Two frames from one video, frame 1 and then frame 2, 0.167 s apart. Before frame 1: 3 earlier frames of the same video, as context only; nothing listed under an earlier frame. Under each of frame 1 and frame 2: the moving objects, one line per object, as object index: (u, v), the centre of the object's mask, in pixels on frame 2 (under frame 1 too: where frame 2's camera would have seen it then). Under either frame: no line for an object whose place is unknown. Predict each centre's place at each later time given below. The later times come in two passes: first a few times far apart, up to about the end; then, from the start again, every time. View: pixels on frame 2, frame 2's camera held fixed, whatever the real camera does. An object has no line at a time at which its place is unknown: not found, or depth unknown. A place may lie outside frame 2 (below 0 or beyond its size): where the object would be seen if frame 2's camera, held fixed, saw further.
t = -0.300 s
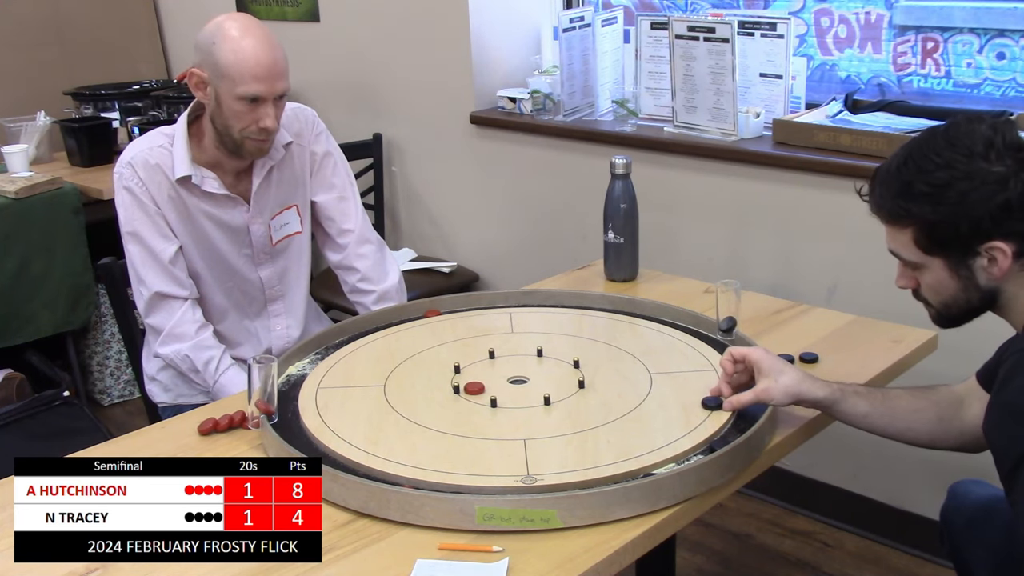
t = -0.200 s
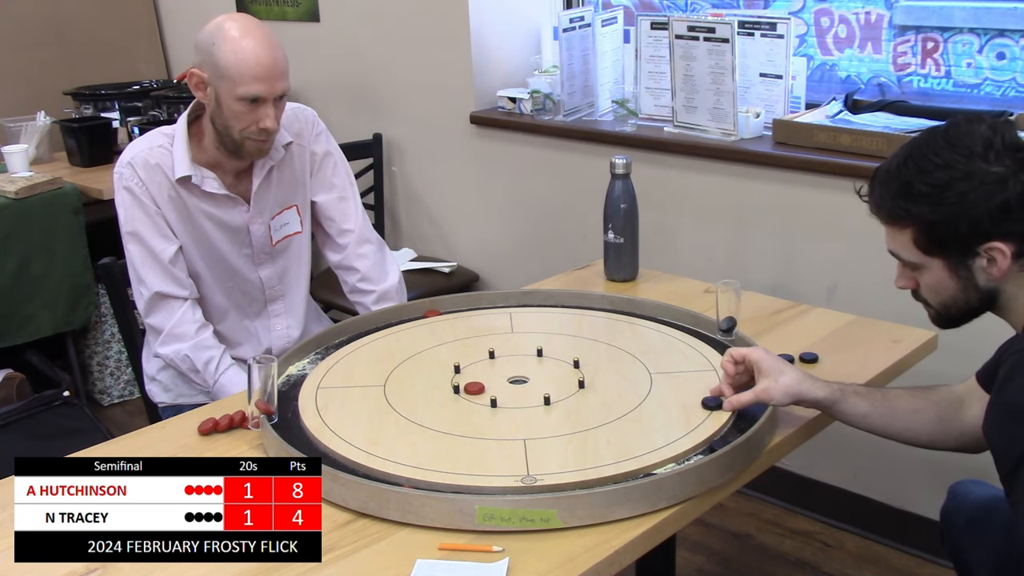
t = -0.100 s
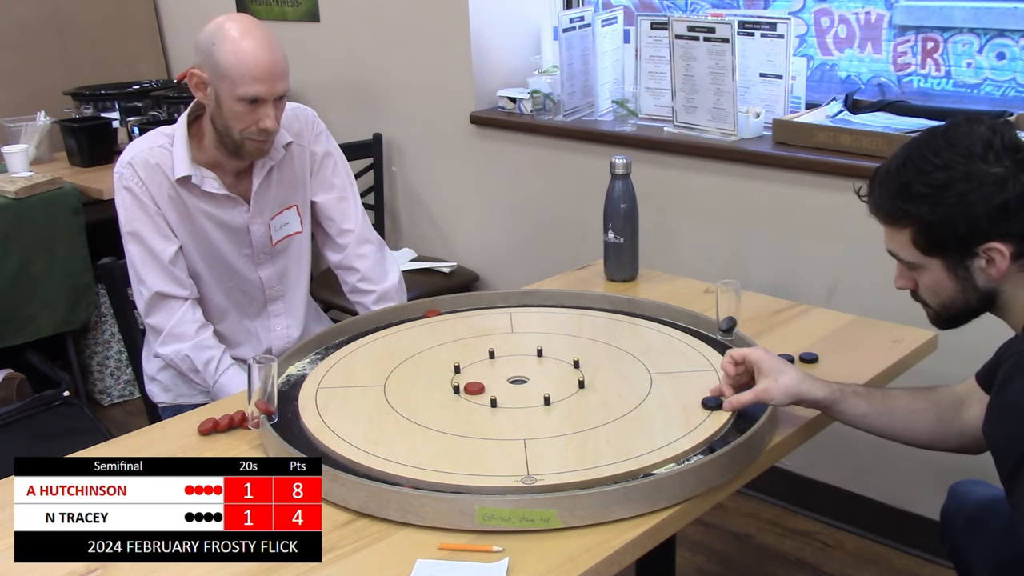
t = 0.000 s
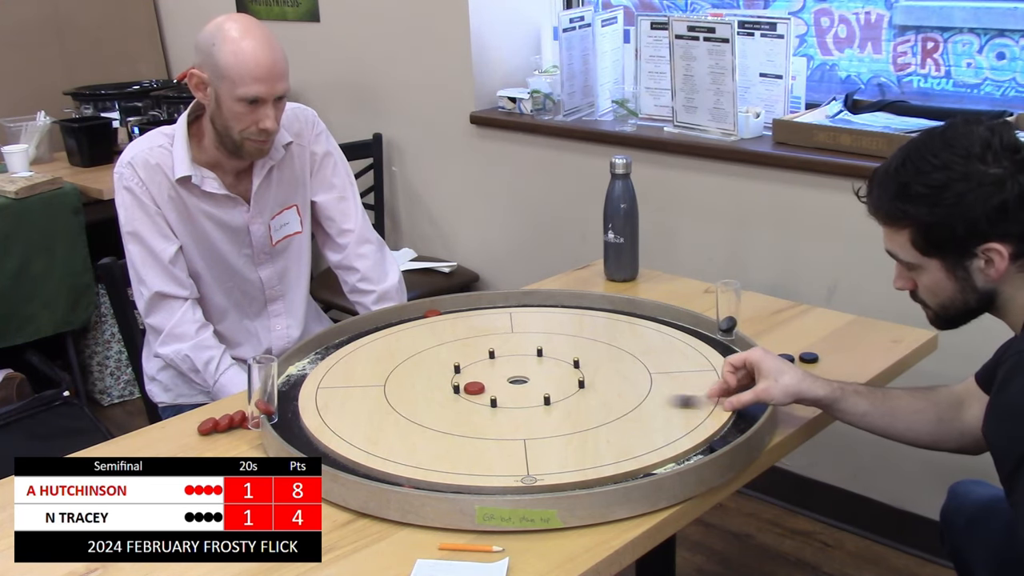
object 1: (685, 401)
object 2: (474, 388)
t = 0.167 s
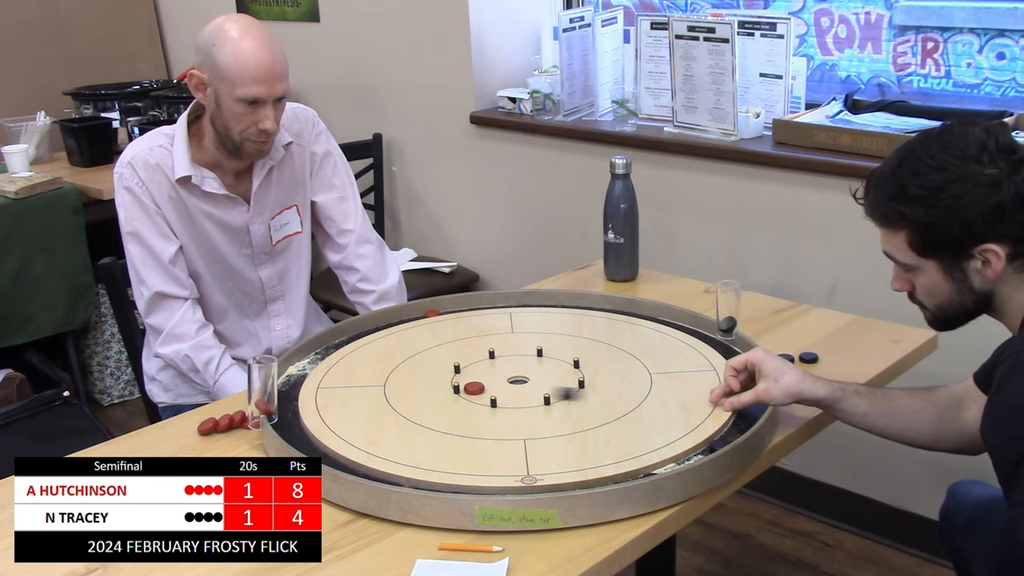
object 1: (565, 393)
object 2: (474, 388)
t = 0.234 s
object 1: (526, 391)
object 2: (474, 388)
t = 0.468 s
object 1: (533, 381)
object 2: (469, 380)
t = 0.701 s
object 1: (551, 379)
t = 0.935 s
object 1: (550, 379)
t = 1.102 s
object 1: (551, 379)
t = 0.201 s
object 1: (546, 391)
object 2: (474, 388)
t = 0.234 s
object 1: (526, 391)
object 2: (474, 388)
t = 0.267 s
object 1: (507, 389)
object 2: (474, 388)
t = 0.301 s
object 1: (495, 388)
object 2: (472, 388)
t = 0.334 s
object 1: (502, 386)
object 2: (472, 385)
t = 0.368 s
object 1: (511, 385)
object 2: (471, 384)
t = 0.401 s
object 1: (520, 383)
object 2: (470, 382)
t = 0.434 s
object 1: (527, 382)
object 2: (469, 381)
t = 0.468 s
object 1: (533, 381)
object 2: (469, 380)
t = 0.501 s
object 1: (538, 381)
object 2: (469, 379)
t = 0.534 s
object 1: (542, 380)
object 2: (469, 378)
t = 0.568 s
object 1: (545, 380)
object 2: (469, 378)
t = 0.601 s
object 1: (548, 379)
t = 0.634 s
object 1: (549, 379)
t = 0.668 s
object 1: (551, 379)
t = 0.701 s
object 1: (551, 379)
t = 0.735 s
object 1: (550, 379)
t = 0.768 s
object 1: (551, 378)
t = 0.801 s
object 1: (551, 379)
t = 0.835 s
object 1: (551, 378)
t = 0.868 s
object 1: (551, 379)
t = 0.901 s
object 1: (551, 378)
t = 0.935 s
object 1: (550, 379)
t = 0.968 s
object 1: (551, 379)
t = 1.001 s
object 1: (551, 379)
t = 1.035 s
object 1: (551, 379)
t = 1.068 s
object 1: (551, 379)
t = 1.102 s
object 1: (551, 379)
